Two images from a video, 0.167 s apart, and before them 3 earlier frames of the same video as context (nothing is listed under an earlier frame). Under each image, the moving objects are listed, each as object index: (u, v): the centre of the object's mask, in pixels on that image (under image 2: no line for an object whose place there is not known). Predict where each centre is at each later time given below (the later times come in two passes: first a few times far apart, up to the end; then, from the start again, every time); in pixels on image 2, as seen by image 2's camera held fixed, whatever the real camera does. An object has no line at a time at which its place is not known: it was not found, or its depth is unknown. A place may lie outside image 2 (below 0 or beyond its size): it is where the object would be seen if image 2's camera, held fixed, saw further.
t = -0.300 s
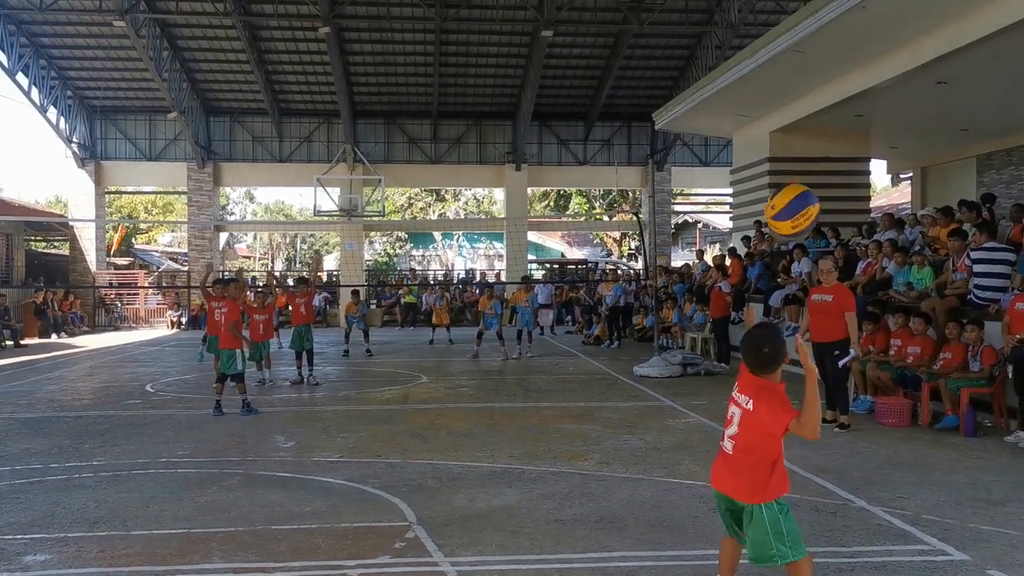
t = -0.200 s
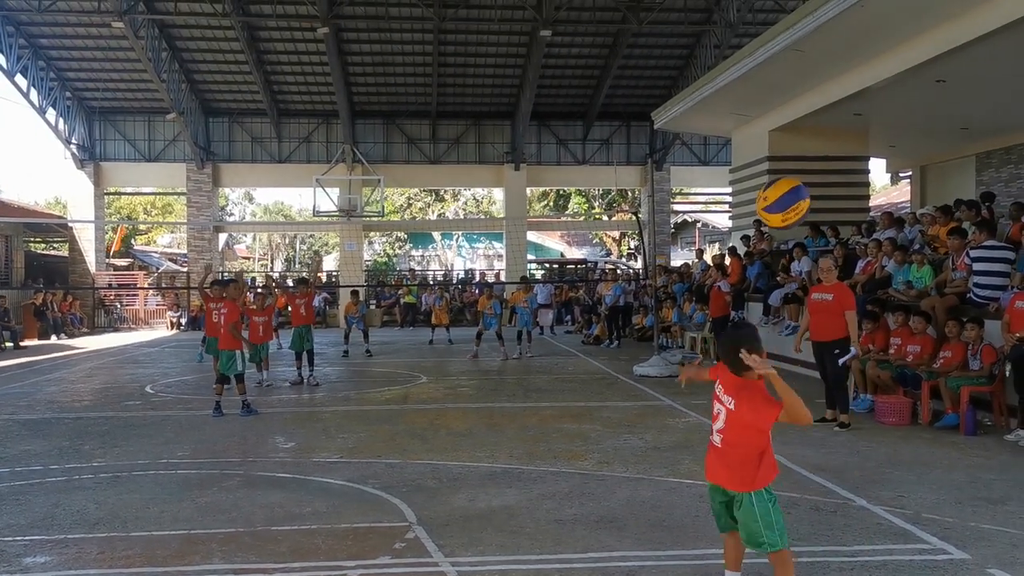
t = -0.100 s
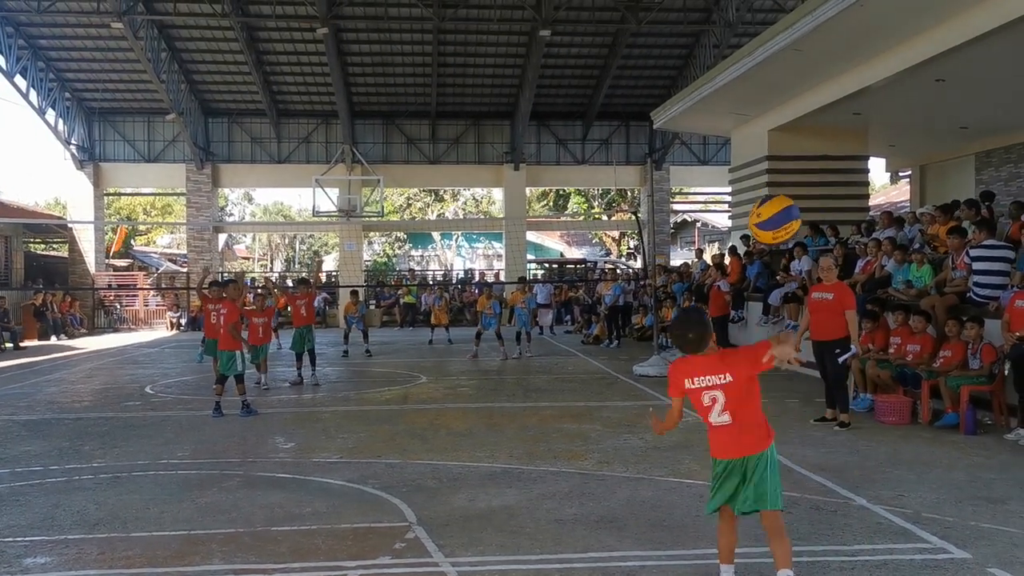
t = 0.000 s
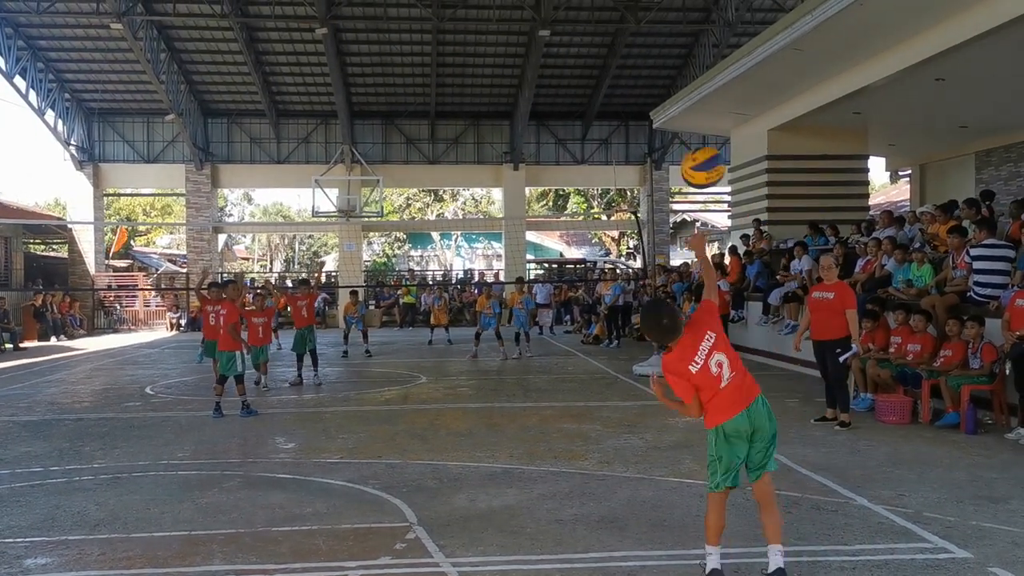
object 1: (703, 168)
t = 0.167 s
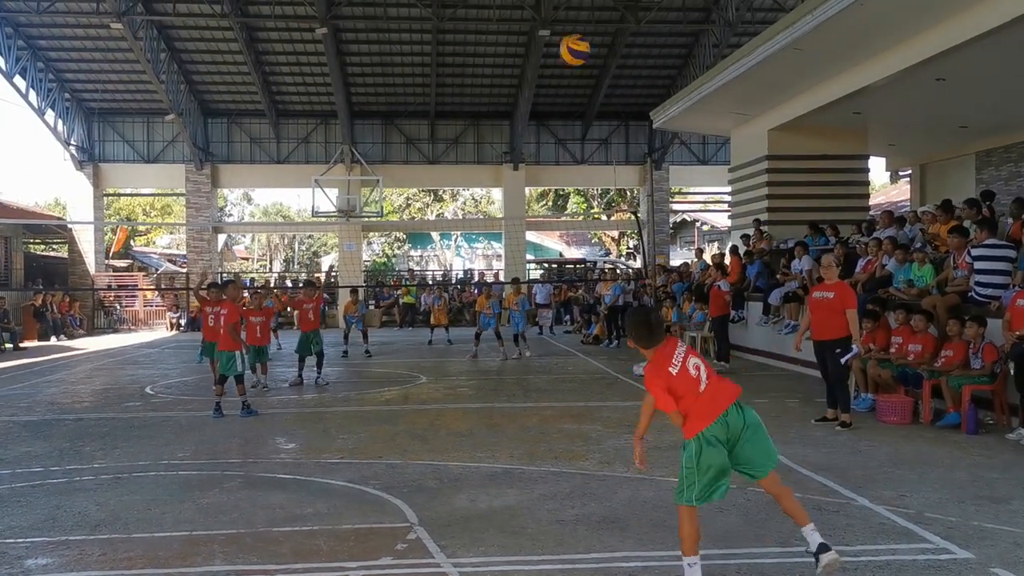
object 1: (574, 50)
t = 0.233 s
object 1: (545, 29)
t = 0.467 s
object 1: (472, 19)
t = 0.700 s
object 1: (435, 49)
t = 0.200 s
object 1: (559, 38)
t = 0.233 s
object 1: (545, 29)
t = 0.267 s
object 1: (533, 23)
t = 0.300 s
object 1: (520, 19)
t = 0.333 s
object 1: (508, 16)
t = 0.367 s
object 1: (498, 16)
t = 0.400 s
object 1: (489, 16)
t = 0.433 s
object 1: (480, 17)
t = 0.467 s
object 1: (472, 19)
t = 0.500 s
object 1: (464, 21)
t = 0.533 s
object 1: (457, 25)
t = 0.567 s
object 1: (451, 28)
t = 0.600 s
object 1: (446, 33)
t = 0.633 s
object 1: (442, 37)
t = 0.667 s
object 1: (439, 43)
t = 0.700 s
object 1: (435, 49)
